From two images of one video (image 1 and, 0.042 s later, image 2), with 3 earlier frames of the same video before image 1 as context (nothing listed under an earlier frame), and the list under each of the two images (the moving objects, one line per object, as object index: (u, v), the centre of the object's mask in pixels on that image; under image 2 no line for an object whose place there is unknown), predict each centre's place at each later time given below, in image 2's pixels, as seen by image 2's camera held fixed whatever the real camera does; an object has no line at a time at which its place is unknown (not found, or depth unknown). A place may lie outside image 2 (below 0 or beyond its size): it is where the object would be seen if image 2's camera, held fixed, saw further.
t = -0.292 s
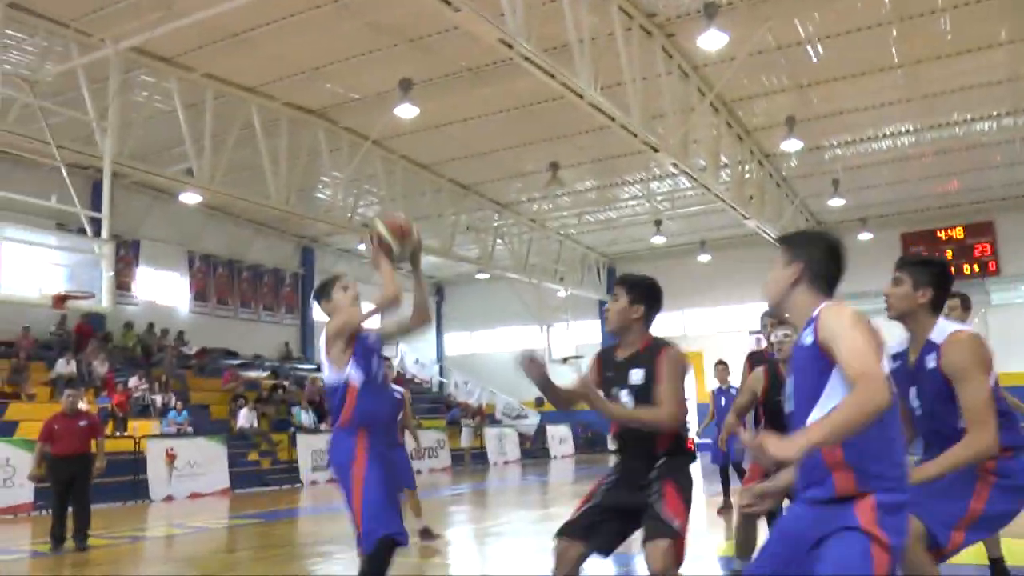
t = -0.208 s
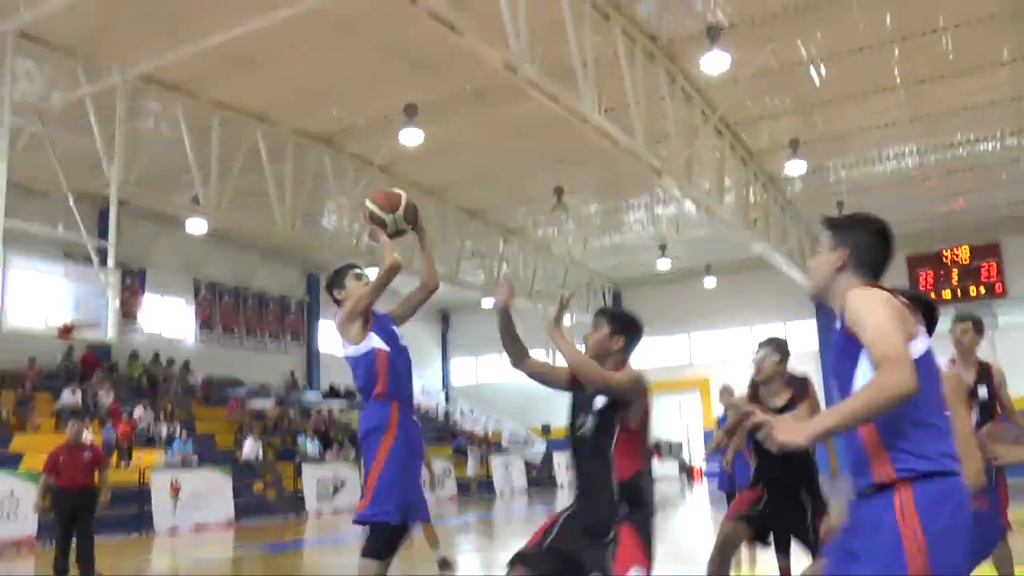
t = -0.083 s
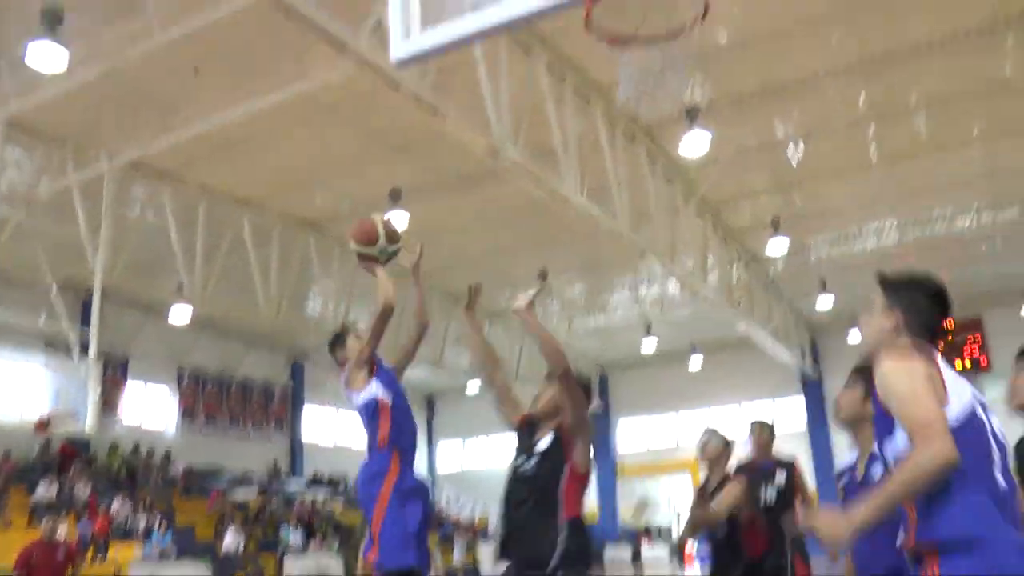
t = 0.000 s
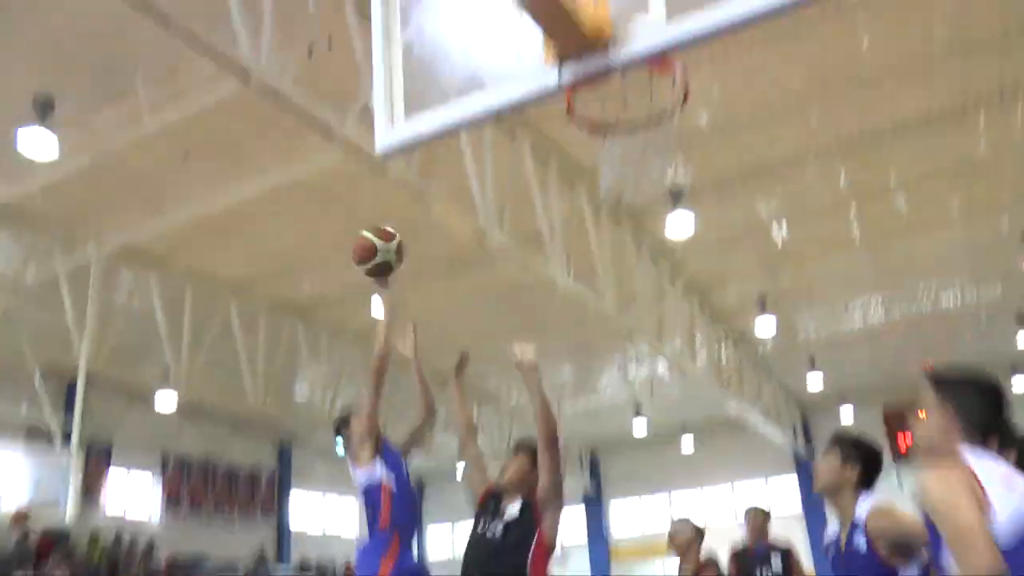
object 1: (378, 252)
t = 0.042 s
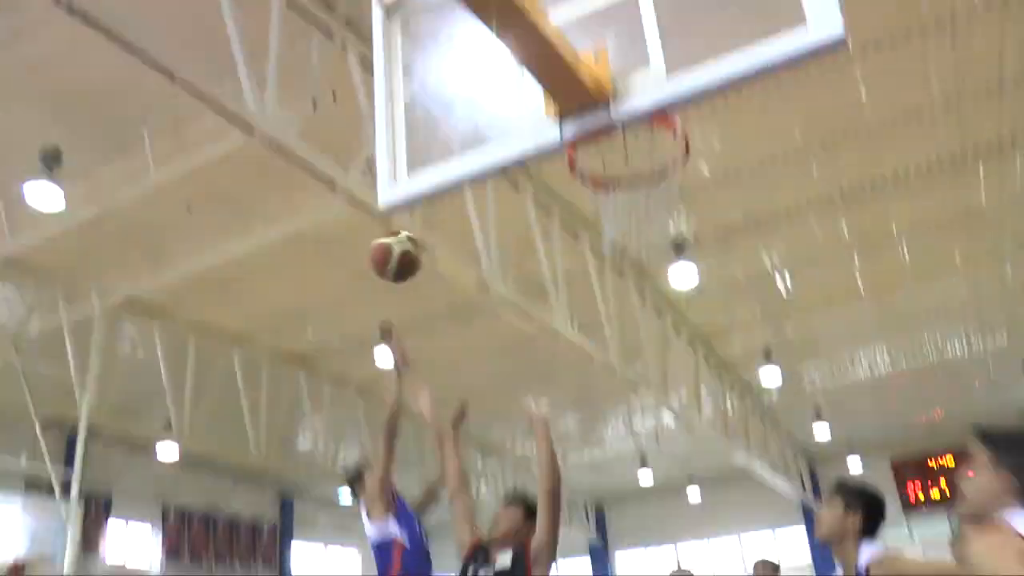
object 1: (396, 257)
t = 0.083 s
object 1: (405, 227)
